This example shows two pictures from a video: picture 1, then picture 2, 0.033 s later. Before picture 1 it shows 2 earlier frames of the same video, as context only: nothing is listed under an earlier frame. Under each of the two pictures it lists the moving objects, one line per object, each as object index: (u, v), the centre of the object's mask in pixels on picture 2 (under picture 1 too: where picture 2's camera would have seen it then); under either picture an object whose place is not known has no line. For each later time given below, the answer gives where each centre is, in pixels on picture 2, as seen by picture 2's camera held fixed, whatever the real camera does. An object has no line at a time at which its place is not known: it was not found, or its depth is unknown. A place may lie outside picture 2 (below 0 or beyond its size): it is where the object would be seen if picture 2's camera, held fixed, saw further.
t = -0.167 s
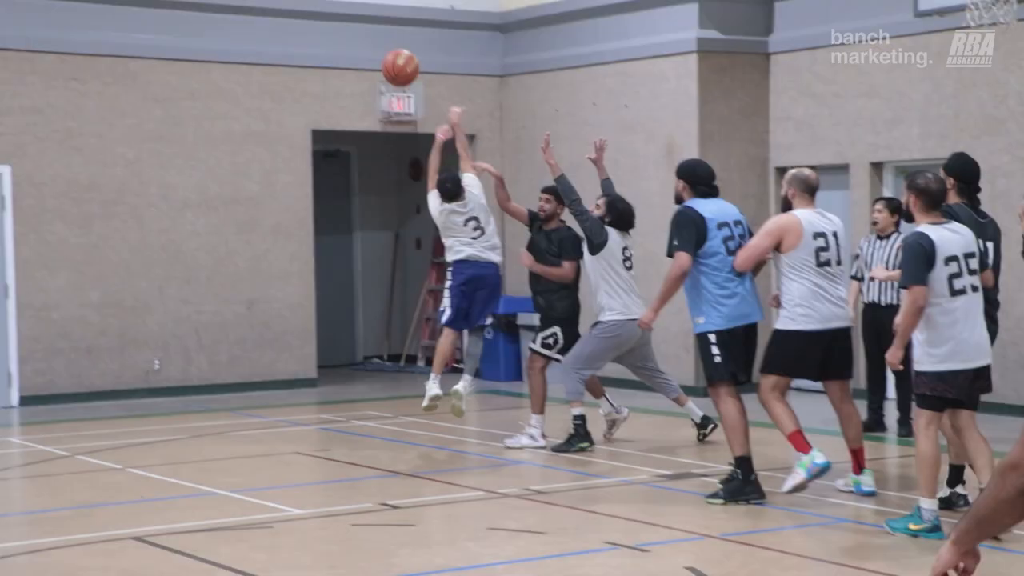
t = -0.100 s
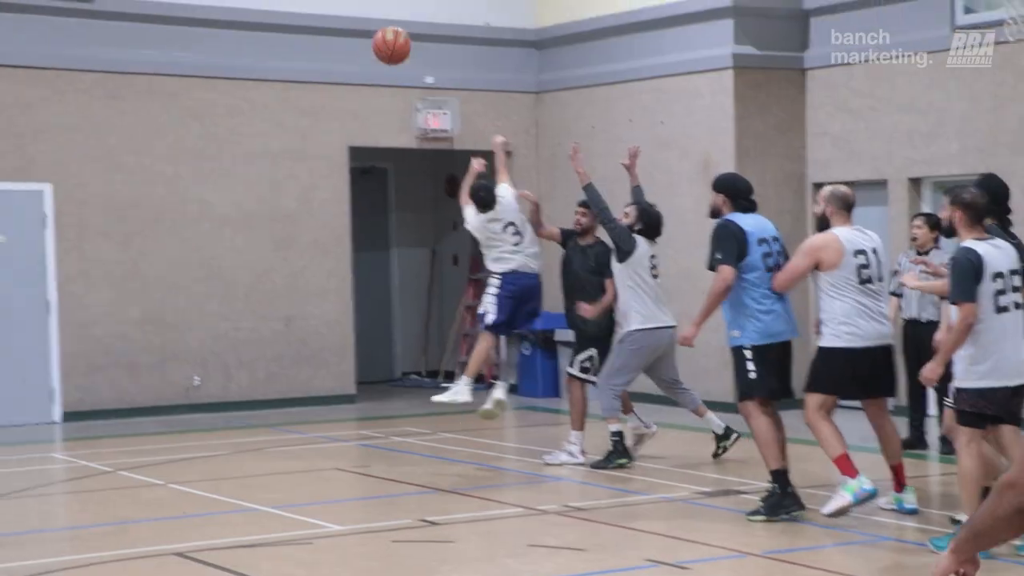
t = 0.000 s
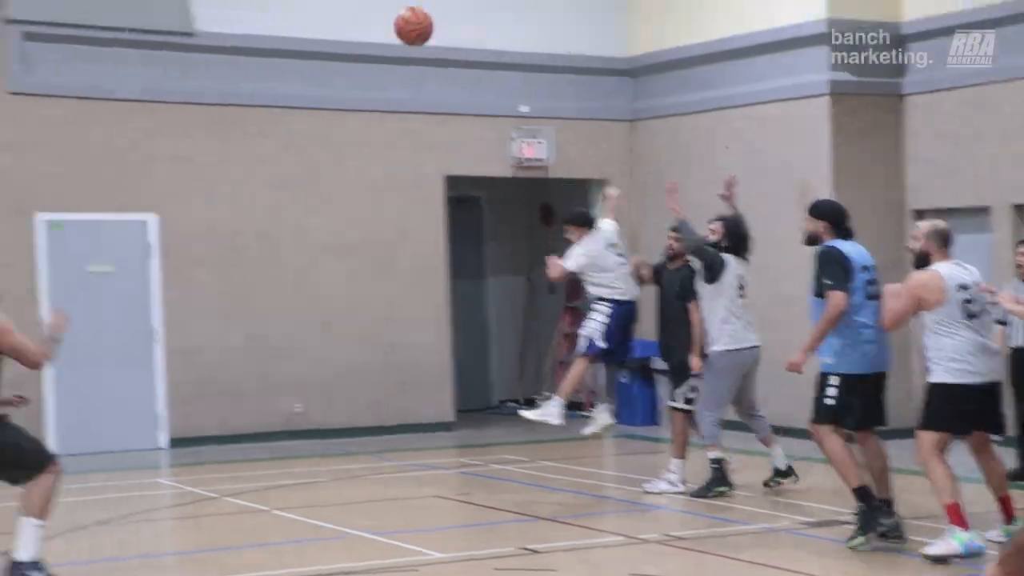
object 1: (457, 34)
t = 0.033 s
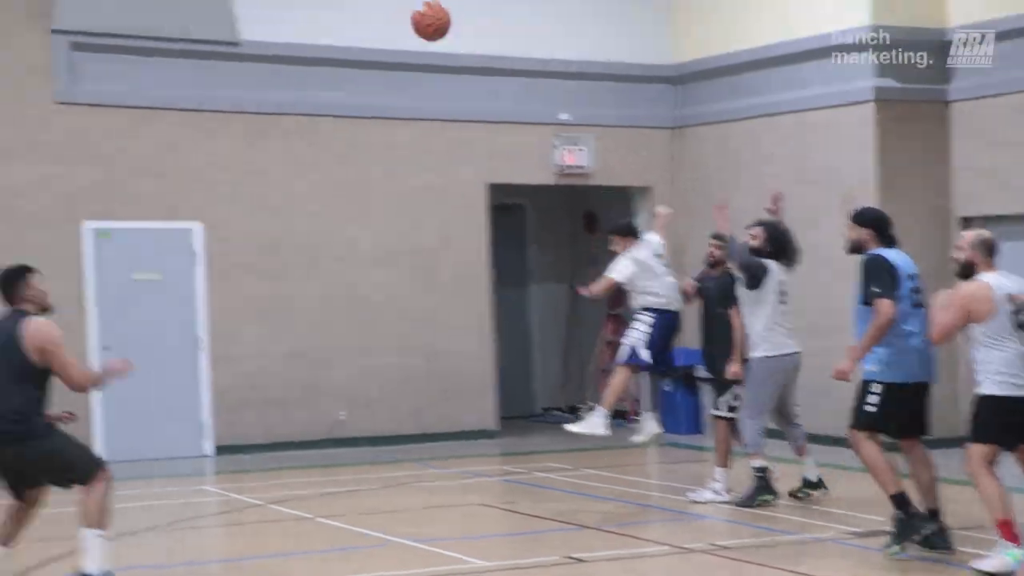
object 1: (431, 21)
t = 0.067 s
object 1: (404, 9)
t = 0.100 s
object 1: (376, -2)
